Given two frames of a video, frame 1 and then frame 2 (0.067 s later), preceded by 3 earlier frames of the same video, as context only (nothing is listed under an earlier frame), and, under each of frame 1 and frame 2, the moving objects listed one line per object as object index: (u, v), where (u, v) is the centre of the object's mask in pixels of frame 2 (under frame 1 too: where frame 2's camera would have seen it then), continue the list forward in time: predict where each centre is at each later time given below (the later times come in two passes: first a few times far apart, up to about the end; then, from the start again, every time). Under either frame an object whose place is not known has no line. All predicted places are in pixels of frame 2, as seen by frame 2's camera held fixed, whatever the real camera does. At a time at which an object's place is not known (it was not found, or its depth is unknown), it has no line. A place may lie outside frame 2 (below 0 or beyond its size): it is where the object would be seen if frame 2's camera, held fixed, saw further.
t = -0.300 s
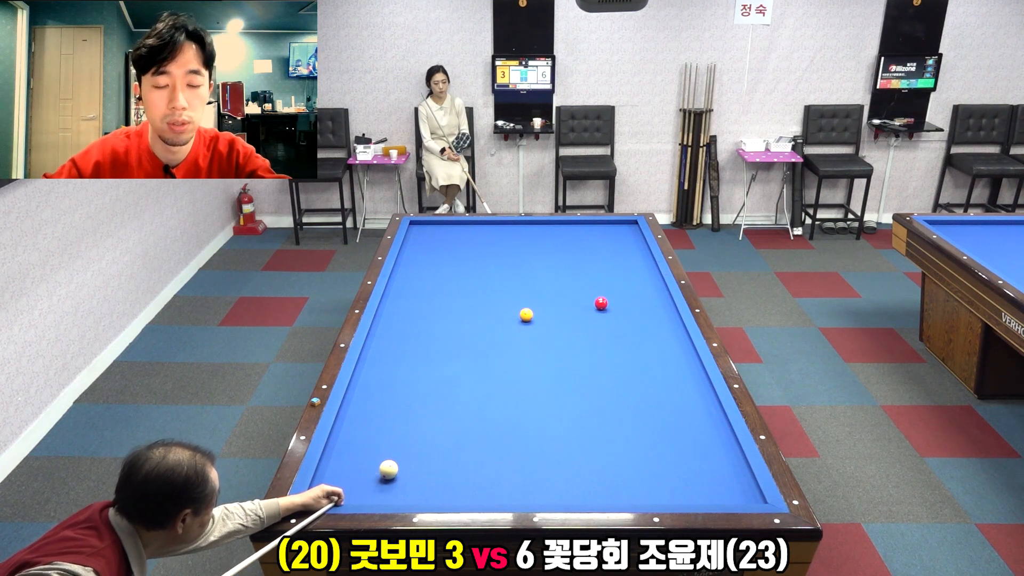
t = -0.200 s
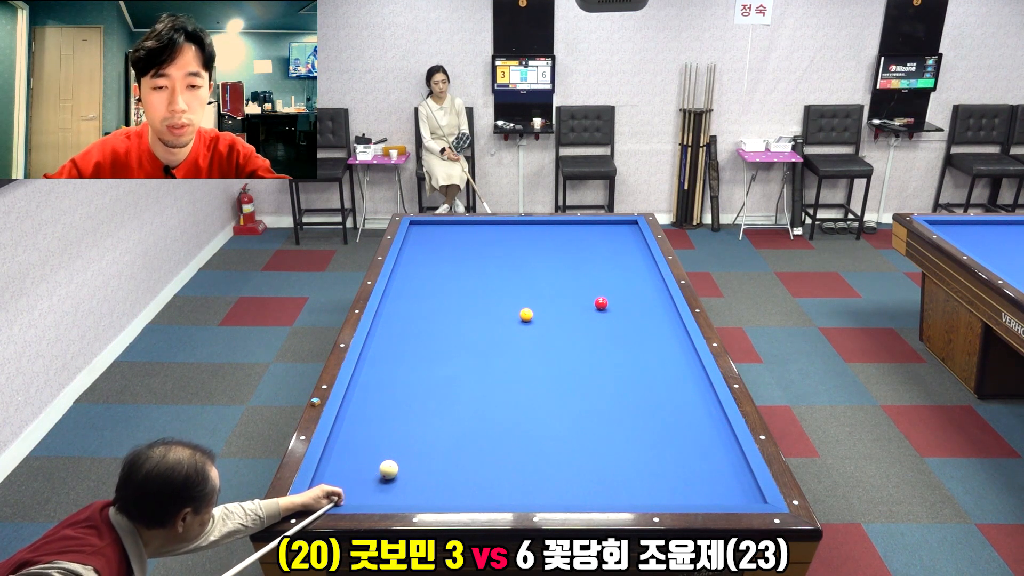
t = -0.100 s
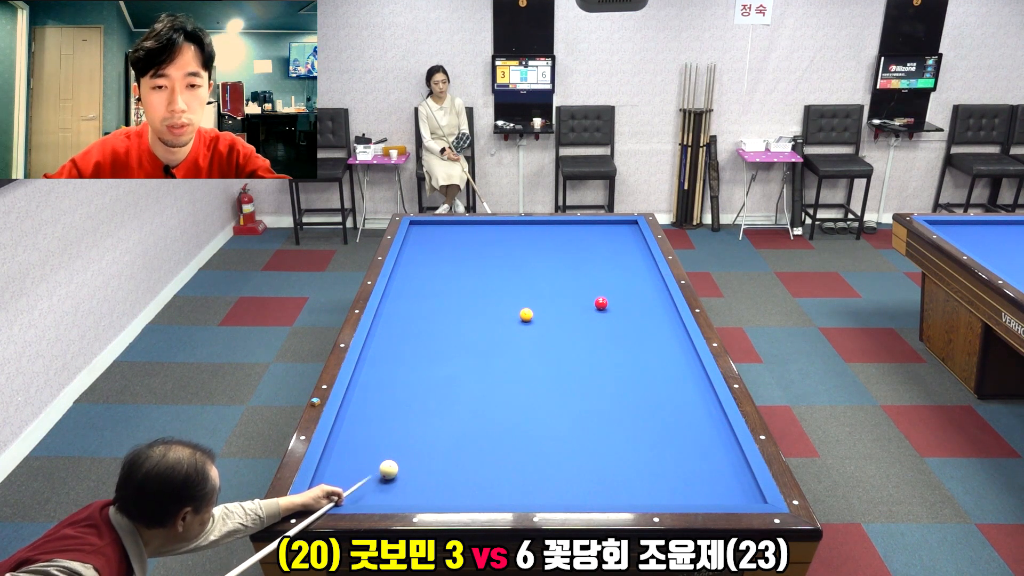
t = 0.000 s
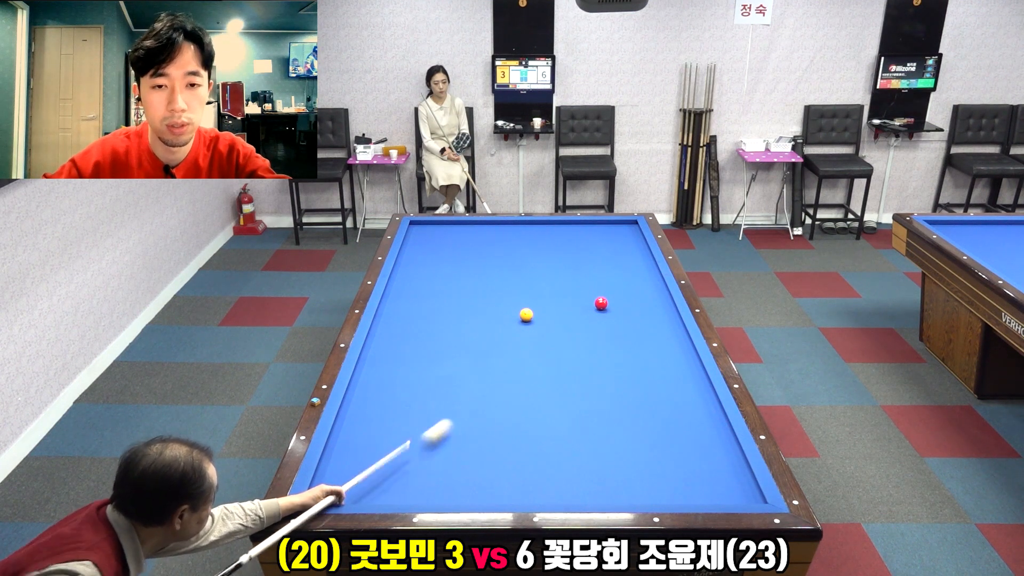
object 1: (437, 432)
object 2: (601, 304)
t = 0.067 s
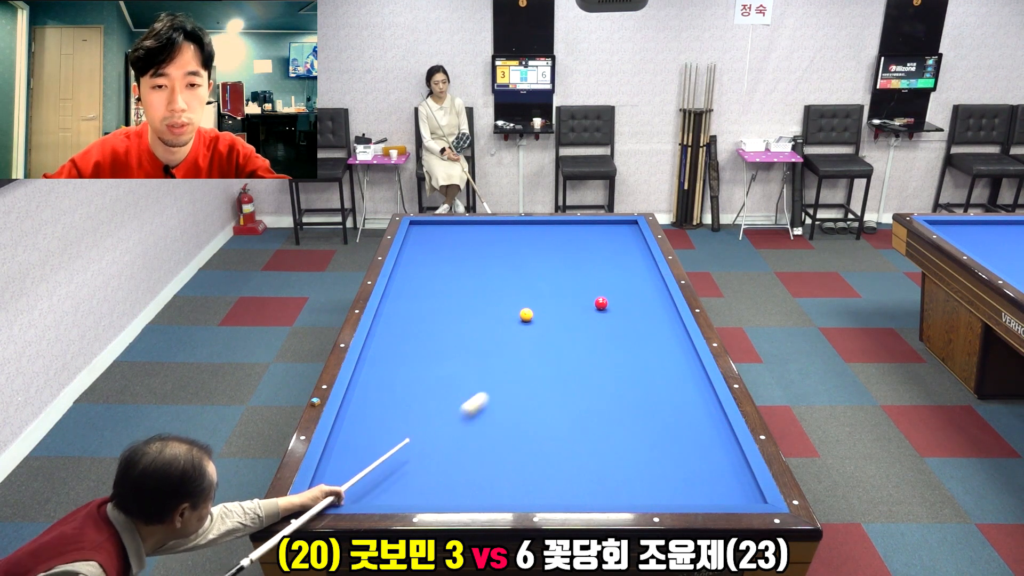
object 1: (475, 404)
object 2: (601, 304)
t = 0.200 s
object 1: (535, 358)
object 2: (601, 304)
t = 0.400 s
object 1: (604, 308)
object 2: (601, 298)
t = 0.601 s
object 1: (660, 306)
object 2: (605, 264)
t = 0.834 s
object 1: (624, 291)
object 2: (607, 234)
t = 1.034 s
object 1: (591, 277)
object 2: (612, 226)
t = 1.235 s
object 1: (561, 264)
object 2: (626, 241)
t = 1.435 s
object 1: (534, 252)
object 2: (639, 253)
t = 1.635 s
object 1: (509, 242)
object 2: (652, 267)
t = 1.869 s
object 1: (482, 230)
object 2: (655, 282)
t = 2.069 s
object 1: (461, 222)
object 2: (656, 297)
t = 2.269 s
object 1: (436, 228)
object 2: (658, 313)
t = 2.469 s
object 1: (411, 234)
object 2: (660, 330)
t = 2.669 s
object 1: (423, 240)
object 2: (662, 348)
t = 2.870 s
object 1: (435, 246)
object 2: (665, 368)
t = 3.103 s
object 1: (450, 253)
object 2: (668, 395)
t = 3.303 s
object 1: (463, 260)
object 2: (671, 419)
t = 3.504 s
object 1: (477, 266)
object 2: (674, 447)
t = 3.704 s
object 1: (491, 273)
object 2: (677, 477)
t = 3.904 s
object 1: (505, 280)
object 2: (676, 493)
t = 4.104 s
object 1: (520, 288)
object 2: (663, 474)
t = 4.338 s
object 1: (537, 296)
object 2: (650, 454)
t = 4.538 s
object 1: (553, 304)
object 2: (640, 439)
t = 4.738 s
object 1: (569, 312)
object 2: (630, 424)
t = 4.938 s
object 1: (586, 320)
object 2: (621, 411)
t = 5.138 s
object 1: (602, 329)
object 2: (613, 399)
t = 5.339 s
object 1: (620, 337)
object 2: (606, 387)
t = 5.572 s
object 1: (641, 348)
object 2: (598, 375)
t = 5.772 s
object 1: (659, 357)
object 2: (591, 365)
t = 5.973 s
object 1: (679, 367)
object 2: (585, 356)
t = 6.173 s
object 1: (698, 377)
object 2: (580, 347)
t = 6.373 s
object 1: (698, 385)
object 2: (575, 339)
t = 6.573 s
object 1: (693, 392)
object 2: (570, 332)
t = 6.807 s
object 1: (687, 401)
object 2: (564, 324)
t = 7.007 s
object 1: (682, 409)
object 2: (560, 317)
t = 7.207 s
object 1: (677, 417)
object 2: (556, 311)
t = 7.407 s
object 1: (672, 425)
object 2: (552, 305)
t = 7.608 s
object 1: (667, 433)
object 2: (549, 300)
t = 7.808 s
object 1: (661, 441)
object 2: (545, 294)
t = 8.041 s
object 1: (655, 450)
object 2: (541, 288)
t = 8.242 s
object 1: (650, 458)
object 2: (538, 284)
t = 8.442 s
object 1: (645, 466)
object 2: (536, 279)
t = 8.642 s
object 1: (640, 474)
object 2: (533, 275)
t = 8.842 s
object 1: (634, 482)
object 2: (530, 271)
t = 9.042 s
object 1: (629, 490)
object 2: (528, 267)
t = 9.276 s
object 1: (623, 497)
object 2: (525, 263)
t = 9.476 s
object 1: (617, 495)
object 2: (523, 260)
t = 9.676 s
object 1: (612, 493)
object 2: (521, 257)
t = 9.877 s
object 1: (608, 489)
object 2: (519, 254)
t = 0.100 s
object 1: (492, 391)
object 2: (601, 304)
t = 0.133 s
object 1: (507, 380)
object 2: (601, 304)
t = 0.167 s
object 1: (521, 369)
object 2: (601, 304)
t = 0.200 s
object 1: (535, 358)
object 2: (601, 304)
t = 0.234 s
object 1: (548, 349)
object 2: (601, 304)
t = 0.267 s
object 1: (560, 339)
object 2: (601, 304)
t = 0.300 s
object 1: (572, 330)
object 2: (601, 304)
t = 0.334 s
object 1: (583, 322)
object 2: (601, 304)
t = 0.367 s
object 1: (593, 314)
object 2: (602, 303)
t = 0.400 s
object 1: (604, 308)
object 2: (601, 298)
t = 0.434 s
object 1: (613, 308)
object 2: (602, 293)
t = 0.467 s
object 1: (623, 308)
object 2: (603, 287)
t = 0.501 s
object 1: (632, 308)
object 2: (603, 280)
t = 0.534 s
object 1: (642, 307)
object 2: (604, 274)
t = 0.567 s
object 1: (651, 306)
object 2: (604, 269)
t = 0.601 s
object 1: (660, 306)
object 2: (605, 264)
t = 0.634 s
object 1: (668, 304)
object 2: (605, 259)
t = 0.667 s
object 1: (662, 302)
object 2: (605, 254)
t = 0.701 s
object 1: (653, 300)
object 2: (606, 250)
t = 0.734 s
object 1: (645, 298)
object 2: (606, 245)
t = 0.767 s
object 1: (637, 296)
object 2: (607, 241)
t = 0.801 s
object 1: (630, 293)
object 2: (607, 238)
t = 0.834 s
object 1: (624, 291)
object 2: (607, 234)
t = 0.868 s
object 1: (618, 289)
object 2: (608, 231)
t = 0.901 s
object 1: (612, 286)
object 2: (608, 228)
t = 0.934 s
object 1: (606, 284)
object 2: (608, 224)
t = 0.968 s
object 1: (601, 282)
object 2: (609, 222)
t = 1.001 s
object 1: (596, 279)
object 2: (610, 223)
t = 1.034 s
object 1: (591, 277)
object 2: (612, 226)
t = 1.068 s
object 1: (586, 275)
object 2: (615, 229)
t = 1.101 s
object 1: (581, 273)
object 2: (617, 231)
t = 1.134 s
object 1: (575, 271)
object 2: (619, 234)
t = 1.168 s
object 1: (571, 268)
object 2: (621, 236)
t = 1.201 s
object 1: (566, 266)
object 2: (624, 238)
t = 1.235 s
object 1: (561, 264)
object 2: (626, 241)
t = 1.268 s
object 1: (556, 262)
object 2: (628, 242)
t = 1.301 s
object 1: (552, 260)
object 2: (630, 245)
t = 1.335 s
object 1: (547, 258)
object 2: (632, 246)
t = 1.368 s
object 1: (543, 256)
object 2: (634, 249)
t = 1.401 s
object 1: (538, 254)
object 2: (636, 251)
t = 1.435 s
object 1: (534, 252)
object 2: (639, 253)
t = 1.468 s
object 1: (530, 251)
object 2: (641, 255)
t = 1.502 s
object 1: (525, 249)
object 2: (643, 257)
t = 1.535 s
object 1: (521, 247)
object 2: (646, 260)
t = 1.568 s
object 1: (517, 245)
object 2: (648, 262)
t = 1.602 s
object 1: (513, 243)
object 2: (650, 264)
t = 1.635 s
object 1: (509, 242)
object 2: (652, 267)
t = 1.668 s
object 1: (505, 240)
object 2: (653, 269)
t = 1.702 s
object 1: (501, 238)
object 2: (653, 271)
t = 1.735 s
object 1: (497, 236)
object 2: (654, 273)
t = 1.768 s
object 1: (493, 235)
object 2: (654, 276)
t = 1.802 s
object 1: (489, 233)
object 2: (654, 278)
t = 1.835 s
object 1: (486, 232)
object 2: (655, 280)
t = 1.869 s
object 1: (482, 230)
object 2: (655, 282)
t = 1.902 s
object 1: (479, 229)
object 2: (655, 285)
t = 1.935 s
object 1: (475, 227)
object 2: (655, 287)
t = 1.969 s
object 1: (471, 225)
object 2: (656, 290)
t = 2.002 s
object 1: (468, 224)
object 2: (656, 292)
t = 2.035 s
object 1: (465, 222)
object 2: (656, 294)
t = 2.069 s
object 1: (461, 222)
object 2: (656, 297)
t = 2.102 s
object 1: (457, 223)
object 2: (657, 300)
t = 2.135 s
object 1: (452, 225)
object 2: (657, 302)
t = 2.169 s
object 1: (448, 226)
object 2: (657, 305)
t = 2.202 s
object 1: (444, 227)
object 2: (657, 307)
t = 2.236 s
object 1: (440, 228)
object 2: (658, 310)
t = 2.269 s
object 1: (436, 228)
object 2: (658, 313)
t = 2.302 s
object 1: (432, 229)
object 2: (659, 315)
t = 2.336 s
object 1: (427, 230)
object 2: (659, 318)
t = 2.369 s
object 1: (423, 231)
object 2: (659, 321)
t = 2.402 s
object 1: (419, 232)
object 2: (660, 324)
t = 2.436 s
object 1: (415, 233)
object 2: (660, 327)
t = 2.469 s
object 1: (411, 234)
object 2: (660, 330)
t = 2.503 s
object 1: (412, 235)
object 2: (661, 333)
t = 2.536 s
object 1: (414, 236)
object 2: (661, 336)
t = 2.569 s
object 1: (416, 237)
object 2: (661, 339)
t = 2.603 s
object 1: (419, 238)
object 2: (662, 342)
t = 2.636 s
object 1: (421, 239)
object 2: (662, 345)
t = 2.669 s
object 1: (423, 240)
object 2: (662, 348)
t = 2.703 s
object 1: (425, 241)
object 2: (663, 351)
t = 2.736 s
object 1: (427, 242)
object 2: (663, 355)
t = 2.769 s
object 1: (429, 243)
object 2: (664, 358)
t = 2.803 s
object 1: (431, 244)
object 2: (664, 362)
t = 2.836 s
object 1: (433, 245)
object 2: (665, 365)
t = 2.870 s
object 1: (435, 246)
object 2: (665, 368)
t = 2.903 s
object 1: (437, 247)
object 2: (665, 372)
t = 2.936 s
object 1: (439, 248)
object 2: (666, 376)
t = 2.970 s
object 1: (441, 249)
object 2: (666, 379)
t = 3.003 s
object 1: (443, 250)
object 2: (666, 383)
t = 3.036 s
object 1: (446, 251)
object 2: (667, 387)
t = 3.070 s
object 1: (448, 252)
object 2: (667, 391)
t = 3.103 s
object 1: (450, 253)
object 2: (668, 395)
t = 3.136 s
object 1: (452, 254)
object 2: (668, 399)
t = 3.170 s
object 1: (454, 255)
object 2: (669, 403)
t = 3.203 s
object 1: (457, 256)
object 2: (669, 407)
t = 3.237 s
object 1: (459, 258)
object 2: (670, 411)
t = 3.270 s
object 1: (461, 259)
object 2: (670, 415)
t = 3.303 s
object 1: (463, 260)
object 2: (671, 419)
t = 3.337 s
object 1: (465, 261)
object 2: (671, 424)
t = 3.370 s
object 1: (467, 262)
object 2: (672, 428)
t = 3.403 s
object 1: (470, 263)
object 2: (672, 433)
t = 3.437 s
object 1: (472, 264)
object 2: (673, 437)
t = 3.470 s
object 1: (474, 265)
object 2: (673, 442)
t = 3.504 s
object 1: (477, 266)
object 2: (674, 447)
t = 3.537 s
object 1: (479, 268)
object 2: (675, 452)
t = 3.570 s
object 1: (481, 269)
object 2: (675, 457)
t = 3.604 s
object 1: (483, 270)
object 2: (676, 462)
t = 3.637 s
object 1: (486, 271)
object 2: (676, 467)
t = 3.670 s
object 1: (488, 272)
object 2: (677, 472)
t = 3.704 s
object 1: (491, 273)
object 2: (677, 477)
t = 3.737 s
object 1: (493, 274)
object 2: (678, 483)
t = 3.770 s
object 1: (495, 276)
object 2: (679, 488)
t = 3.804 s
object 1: (498, 277)
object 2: (679, 493)
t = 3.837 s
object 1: (500, 278)
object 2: (680, 496)
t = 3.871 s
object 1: (502, 279)
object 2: (678, 495)
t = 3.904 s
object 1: (505, 280)
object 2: (676, 493)
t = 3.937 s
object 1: (507, 282)
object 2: (673, 490)
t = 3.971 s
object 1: (510, 283)
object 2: (671, 486)
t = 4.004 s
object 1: (512, 284)
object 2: (669, 483)
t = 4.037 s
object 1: (515, 285)
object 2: (667, 480)
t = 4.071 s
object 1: (517, 286)
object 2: (665, 477)
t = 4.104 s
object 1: (520, 288)
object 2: (663, 474)
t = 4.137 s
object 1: (522, 289)
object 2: (661, 471)
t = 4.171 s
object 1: (525, 290)
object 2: (659, 468)
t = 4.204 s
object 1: (527, 291)
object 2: (657, 465)
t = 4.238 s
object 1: (530, 293)
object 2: (656, 462)
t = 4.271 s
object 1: (532, 294)
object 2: (654, 460)
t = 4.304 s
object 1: (535, 295)
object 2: (652, 457)
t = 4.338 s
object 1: (537, 296)
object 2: (650, 454)
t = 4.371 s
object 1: (540, 298)
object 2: (648, 451)
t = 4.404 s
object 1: (543, 299)
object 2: (646, 449)
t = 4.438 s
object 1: (545, 300)
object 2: (645, 446)
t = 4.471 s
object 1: (548, 302)
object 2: (643, 444)
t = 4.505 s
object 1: (551, 303)
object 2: (641, 441)
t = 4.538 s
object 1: (553, 304)
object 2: (640, 439)
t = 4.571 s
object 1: (556, 305)
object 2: (638, 436)
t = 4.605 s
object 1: (558, 307)
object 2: (636, 434)
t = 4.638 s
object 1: (561, 308)
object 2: (635, 431)
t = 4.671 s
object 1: (564, 309)
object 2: (633, 429)
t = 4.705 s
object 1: (567, 311)
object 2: (632, 427)
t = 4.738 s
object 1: (569, 312)
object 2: (630, 424)
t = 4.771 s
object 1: (572, 313)
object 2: (629, 422)
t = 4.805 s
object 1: (575, 315)
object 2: (627, 420)
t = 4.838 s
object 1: (577, 316)
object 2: (626, 417)
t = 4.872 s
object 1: (580, 317)
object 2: (624, 415)
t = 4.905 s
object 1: (583, 319)
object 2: (623, 413)
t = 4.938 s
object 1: (586, 320)
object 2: (621, 411)
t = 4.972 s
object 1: (588, 322)
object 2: (620, 409)
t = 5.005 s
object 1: (591, 323)
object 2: (619, 407)
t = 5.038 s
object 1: (594, 324)
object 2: (617, 405)
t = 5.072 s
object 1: (597, 326)
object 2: (616, 403)
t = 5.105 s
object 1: (600, 327)
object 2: (615, 401)
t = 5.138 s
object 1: (602, 329)
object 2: (613, 399)
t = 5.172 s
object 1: (605, 330)
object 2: (612, 397)
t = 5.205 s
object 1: (608, 332)
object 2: (611, 395)
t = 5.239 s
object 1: (611, 333)
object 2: (609, 393)
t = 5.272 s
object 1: (614, 334)
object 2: (608, 391)
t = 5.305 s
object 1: (617, 336)
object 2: (607, 389)
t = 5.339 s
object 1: (620, 337)
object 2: (606, 387)
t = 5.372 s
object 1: (623, 339)
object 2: (605, 385)
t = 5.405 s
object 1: (626, 340)
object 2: (603, 384)
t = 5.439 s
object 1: (629, 342)
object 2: (602, 382)
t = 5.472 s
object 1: (632, 343)
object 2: (601, 380)
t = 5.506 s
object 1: (635, 345)
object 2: (600, 378)
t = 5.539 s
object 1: (638, 346)
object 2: (599, 377)
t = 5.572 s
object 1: (641, 348)
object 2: (598, 375)
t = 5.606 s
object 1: (644, 349)
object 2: (597, 373)
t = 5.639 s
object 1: (647, 351)
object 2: (596, 372)
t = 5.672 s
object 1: (650, 352)
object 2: (594, 370)
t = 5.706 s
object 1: (653, 354)
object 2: (593, 368)
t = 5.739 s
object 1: (656, 356)
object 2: (592, 367)
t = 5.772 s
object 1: (659, 357)
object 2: (591, 365)
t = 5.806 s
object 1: (663, 359)
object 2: (590, 364)
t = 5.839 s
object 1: (666, 360)
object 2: (589, 362)
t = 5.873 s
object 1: (669, 362)
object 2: (588, 360)
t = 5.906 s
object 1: (672, 364)
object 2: (587, 359)
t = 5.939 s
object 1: (675, 365)
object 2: (586, 357)
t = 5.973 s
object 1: (679, 367)
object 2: (585, 356)
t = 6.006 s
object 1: (682, 369)
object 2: (584, 355)
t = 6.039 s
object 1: (685, 370)
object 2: (583, 353)
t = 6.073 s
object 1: (688, 372)
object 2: (583, 352)
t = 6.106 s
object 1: (692, 374)
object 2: (582, 350)
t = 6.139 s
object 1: (695, 375)
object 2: (581, 349)
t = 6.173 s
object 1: (698, 377)
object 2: (580, 347)
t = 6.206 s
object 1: (701, 378)
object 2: (579, 346)
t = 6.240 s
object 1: (701, 380)
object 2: (578, 345)
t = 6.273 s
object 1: (700, 381)
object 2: (577, 344)
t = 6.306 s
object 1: (700, 382)
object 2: (576, 342)
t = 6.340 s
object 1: (699, 384)
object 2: (575, 341)
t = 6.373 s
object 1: (698, 385)
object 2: (575, 339)
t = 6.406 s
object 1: (697, 386)
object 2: (574, 338)
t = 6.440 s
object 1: (696, 387)
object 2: (573, 337)
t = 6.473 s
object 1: (695, 389)
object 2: (572, 336)
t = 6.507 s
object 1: (695, 390)
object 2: (571, 334)
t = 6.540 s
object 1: (694, 391)
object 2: (570, 333)
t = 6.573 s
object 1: (693, 392)
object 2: (570, 332)
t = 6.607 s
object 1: (692, 394)
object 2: (569, 331)
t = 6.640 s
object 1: (691, 395)
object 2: (568, 330)
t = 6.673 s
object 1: (690, 396)
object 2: (567, 328)
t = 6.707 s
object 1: (690, 397)
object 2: (566, 327)
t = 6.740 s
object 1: (689, 399)
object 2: (566, 326)
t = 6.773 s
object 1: (688, 400)
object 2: (565, 325)
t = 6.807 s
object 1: (687, 401)
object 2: (564, 324)
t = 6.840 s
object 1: (686, 403)
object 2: (563, 323)
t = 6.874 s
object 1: (685, 404)
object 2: (563, 321)
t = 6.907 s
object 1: (685, 405)
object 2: (562, 320)
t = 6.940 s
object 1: (684, 406)
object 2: (561, 319)
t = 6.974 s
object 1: (683, 408)
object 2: (561, 318)
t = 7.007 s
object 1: (682, 409)
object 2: (560, 317)
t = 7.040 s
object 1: (681, 410)
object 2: (559, 316)
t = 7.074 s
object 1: (680, 411)
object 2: (559, 315)
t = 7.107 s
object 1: (680, 413)
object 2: (558, 314)
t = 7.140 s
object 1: (679, 414)
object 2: (557, 313)
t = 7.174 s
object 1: (678, 416)
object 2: (557, 312)
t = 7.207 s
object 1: (677, 417)
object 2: (556, 311)
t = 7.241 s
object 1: (676, 418)
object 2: (555, 310)
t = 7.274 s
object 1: (675, 420)
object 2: (555, 309)
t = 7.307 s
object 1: (674, 421)
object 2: (554, 308)
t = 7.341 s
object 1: (674, 422)
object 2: (553, 307)
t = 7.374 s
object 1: (673, 423)
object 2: (553, 306)
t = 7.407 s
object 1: (672, 425)
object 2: (552, 305)
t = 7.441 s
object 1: (671, 426)
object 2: (552, 304)
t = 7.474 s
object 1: (670, 427)
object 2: (551, 303)
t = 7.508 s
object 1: (669, 429)
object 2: (550, 302)
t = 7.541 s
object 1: (668, 430)
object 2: (550, 301)
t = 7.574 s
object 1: (668, 431)
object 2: (549, 300)
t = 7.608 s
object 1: (667, 433)
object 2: (549, 300)
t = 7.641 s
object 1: (666, 434)
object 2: (548, 298)
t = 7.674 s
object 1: (665, 435)
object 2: (547, 298)
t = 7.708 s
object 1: (664, 437)
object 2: (547, 297)
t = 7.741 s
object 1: (663, 438)
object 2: (546, 296)
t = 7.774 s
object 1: (662, 439)
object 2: (546, 295)
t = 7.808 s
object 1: (661, 441)
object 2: (545, 294)
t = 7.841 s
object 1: (661, 442)
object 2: (545, 293)
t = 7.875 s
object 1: (660, 443)
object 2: (544, 293)
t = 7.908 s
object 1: (659, 445)
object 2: (544, 292)
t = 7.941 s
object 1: (658, 446)
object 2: (543, 291)
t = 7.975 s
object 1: (657, 447)
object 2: (542, 290)
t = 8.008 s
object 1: (656, 449)
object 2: (542, 289)
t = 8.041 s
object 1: (655, 450)
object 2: (541, 288)
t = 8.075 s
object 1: (655, 451)
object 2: (541, 288)
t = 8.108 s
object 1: (654, 453)
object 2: (540, 287)
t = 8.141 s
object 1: (653, 454)
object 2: (540, 286)
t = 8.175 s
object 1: (652, 455)
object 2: (539, 285)
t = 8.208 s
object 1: (651, 457)
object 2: (539, 284)
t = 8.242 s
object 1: (650, 458)
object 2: (538, 284)
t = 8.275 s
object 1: (649, 459)
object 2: (538, 283)
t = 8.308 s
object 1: (648, 461)
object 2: (537, 282)
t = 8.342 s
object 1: (647, 462)
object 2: (537, 281)
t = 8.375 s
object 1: (647, 464)
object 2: (536, 281)
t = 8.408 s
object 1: (646, 465)
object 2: (536, 280)
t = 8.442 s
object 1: (645, 466)
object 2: (536, 279)
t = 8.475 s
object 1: (644, 468)
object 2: (535, 278)
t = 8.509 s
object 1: (643, 469)
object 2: (535, 278)
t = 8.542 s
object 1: (642, 470)
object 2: (534, 277)
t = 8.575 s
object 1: (641, 472)
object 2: (534, 276)
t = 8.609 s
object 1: (641, 473)
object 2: (533, 276)
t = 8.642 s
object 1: (640, 474)
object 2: (533, 275)
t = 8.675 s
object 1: (639, 475)
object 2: (532, 274)
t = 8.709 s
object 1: (638, 477)
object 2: (532, 274)
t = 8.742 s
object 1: (637, 478)
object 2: (532, 273)
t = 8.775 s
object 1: (636, 480)
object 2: (531, 272)
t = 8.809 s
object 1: (635, 481)
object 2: (531, 272)
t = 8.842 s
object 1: (634, 482)
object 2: (530, 271)
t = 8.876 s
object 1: (633, 484)
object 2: (530, 270)
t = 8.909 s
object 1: (632, 485)
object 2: (530, 270)
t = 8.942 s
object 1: (632, 486)
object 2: (529, 269)
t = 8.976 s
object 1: (631, 487)
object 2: (529, 269)
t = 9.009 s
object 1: (630, 489)
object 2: (528, 268)
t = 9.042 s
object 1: (629, 490)
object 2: (528, 267)
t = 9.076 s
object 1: (628, 492)
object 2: (527, 267)
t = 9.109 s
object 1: (627, 493)
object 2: (527, 266)
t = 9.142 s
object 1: (627, 494)
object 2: (527, 266)
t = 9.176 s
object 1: (626, 494)
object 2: (526, 265)
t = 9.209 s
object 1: (625, 495)
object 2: (526, 264)
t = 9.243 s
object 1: (624, 496)
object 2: (526, 264)
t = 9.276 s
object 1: (623, 497)
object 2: (525, 263)
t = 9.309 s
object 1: (622, 497)
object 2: (525, 263)
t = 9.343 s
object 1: (621, 497)
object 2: (524, 262)
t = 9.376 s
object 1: (620, 496)
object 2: (524, 261)
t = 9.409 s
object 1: (619, 496)
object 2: (524, 261)
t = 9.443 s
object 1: (618, 495)
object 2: (523, 260)
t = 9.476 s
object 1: (617, 495)
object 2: (523, 260)
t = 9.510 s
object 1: (616, 494)
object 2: (523, 259)
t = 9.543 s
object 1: (616, 494)
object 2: (522, 258)
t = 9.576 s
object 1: (615, 494)
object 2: (522, 258)
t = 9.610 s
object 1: (614, 493)
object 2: (522, 258)
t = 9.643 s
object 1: (613, 493)
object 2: (521, 257)
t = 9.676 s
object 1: (612, 493)
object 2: (521, 257)
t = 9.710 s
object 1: (612, 492)
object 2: (521, 256)
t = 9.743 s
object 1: (611, 491)
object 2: (521, 255)
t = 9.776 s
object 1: (610, 490)
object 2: (520, 255)
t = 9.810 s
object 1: (609, 490)
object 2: (520, 254)
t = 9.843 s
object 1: (608, 489)
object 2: (520, 254)
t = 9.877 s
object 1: (608, 489)
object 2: (519, 254)
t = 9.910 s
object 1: (607, 488)
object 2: (519, 253)
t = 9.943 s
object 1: (606, 487)
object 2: (519, 253)
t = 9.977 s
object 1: (605, 487)
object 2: (518, 252)
